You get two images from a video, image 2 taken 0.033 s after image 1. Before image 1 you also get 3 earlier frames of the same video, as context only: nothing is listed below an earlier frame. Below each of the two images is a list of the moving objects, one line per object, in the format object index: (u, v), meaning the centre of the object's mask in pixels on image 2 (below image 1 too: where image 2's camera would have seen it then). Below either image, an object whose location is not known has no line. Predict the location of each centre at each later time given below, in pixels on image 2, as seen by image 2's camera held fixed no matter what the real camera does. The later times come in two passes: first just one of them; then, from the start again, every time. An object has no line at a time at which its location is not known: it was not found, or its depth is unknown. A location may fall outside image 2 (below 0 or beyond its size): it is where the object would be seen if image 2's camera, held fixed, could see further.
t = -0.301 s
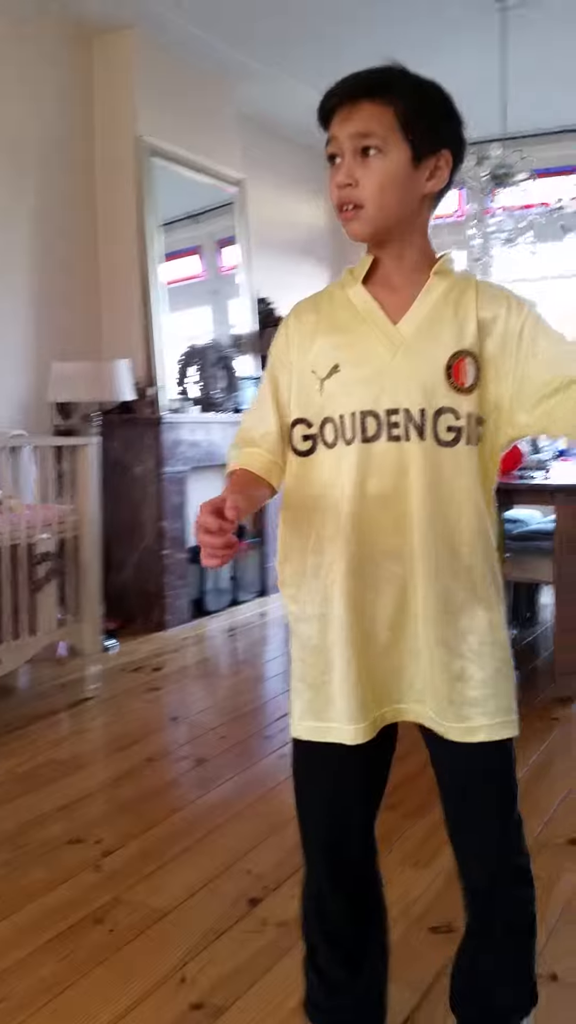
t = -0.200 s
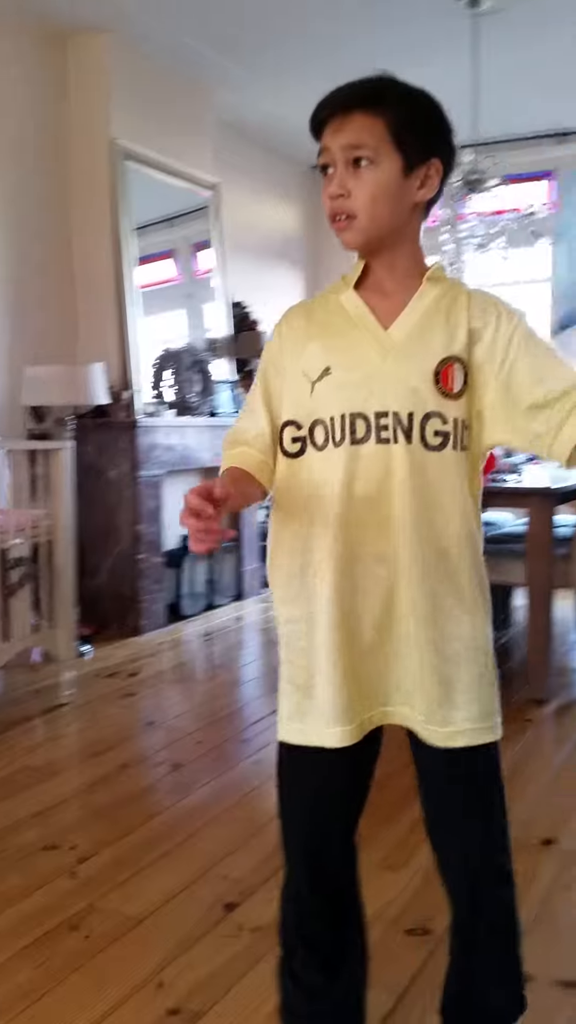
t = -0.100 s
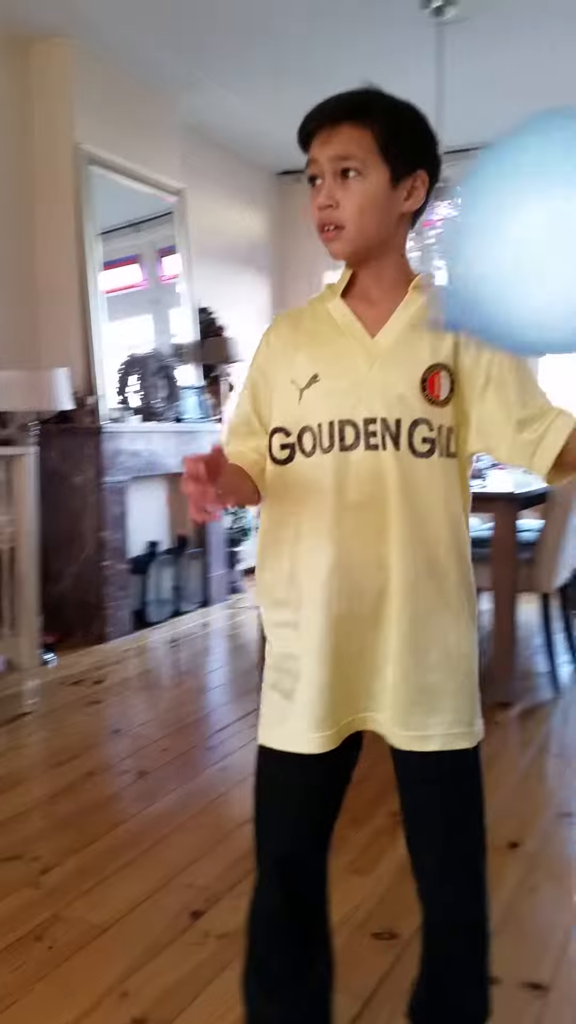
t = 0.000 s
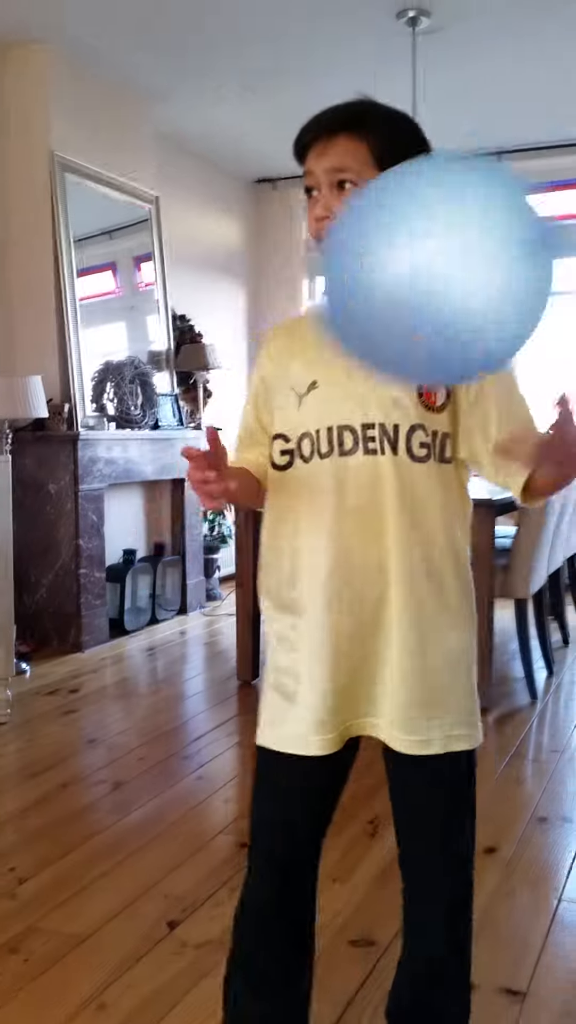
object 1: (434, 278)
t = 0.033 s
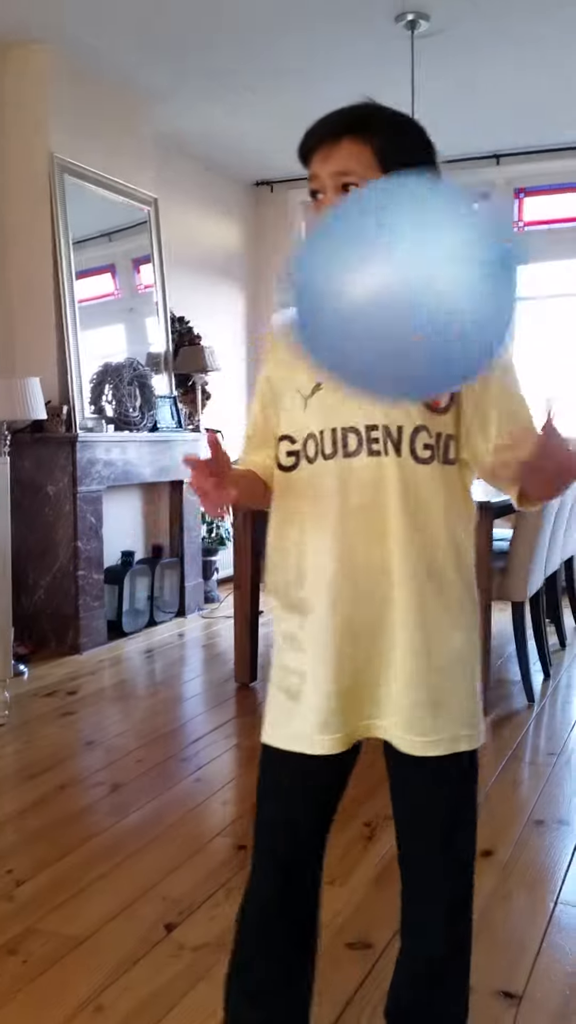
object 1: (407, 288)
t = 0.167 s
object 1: (299, 366)
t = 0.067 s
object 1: (375, 307)
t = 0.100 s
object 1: (354, 325)
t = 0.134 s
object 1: (327, 344)
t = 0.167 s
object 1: (299, 366)
